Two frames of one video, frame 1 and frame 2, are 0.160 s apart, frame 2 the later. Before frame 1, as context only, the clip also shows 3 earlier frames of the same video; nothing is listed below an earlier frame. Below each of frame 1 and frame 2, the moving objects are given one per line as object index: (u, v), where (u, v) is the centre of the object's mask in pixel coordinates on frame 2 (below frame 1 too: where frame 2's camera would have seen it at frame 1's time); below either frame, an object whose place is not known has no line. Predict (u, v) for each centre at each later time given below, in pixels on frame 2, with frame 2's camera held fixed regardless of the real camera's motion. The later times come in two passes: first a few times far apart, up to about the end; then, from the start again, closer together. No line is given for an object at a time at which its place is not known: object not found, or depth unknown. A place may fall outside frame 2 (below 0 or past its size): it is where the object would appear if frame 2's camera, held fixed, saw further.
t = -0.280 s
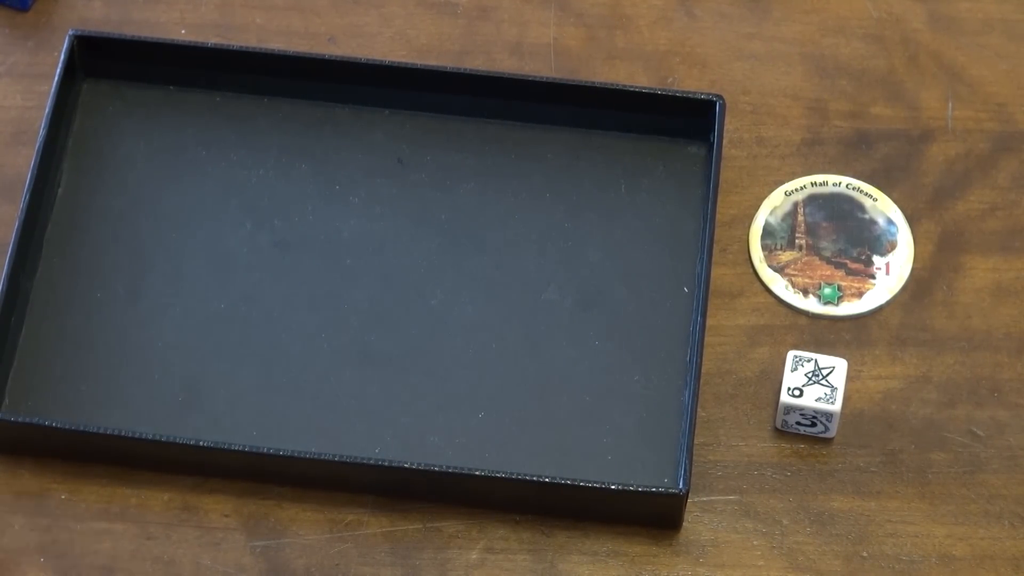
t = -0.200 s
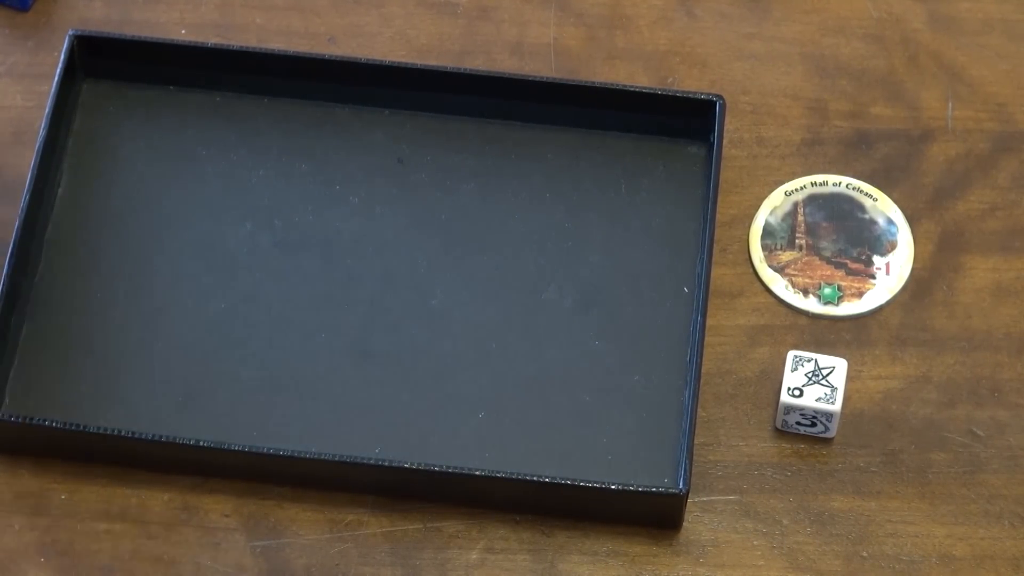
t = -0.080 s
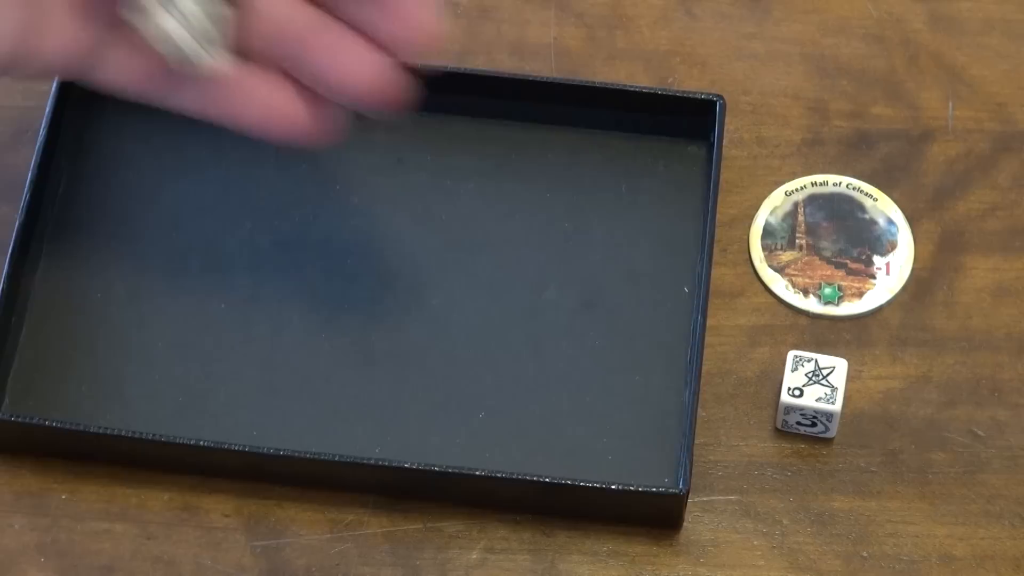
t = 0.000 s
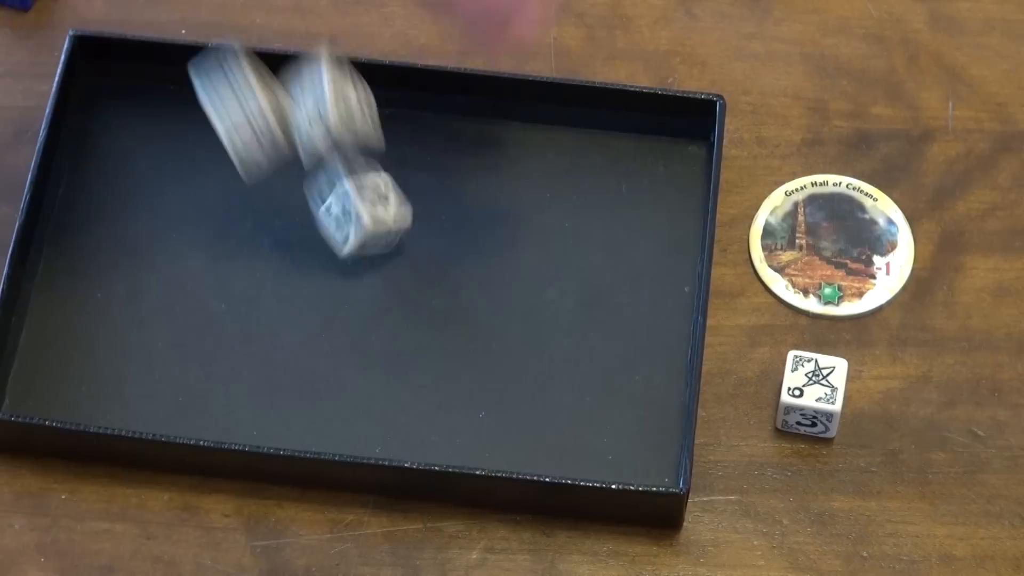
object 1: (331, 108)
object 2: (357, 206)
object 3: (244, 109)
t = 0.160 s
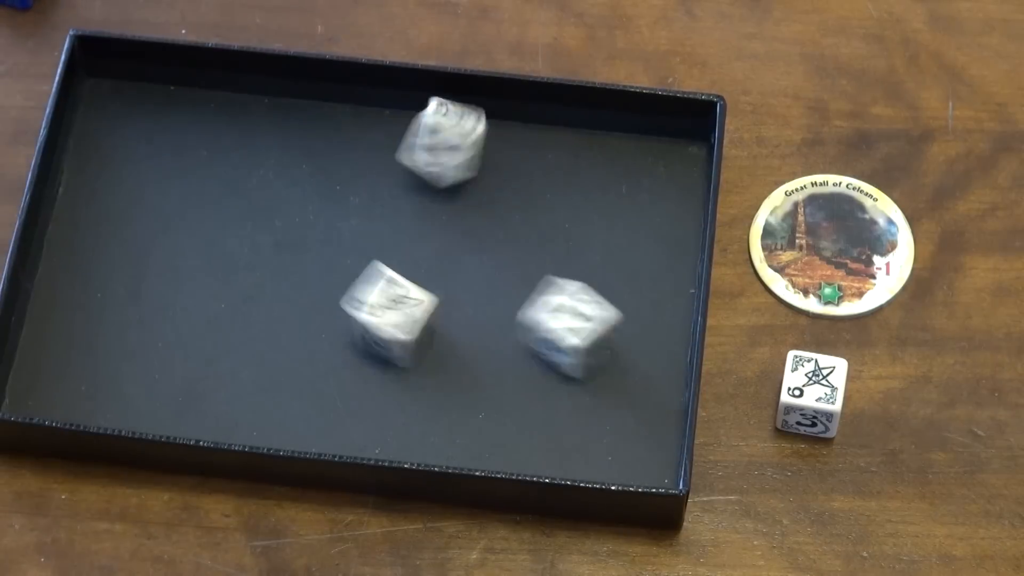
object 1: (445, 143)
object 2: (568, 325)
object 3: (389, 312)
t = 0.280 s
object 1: (506, 142)
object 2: (634, 360)
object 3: (452, 378)
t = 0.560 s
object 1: (517, 145)
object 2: (632, 361)
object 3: (456, 387)
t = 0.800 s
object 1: (517, 145)
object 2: (632, 361)
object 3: (456, 387)
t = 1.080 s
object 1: (517, 145)
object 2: (633, 361)
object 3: (456, 387)
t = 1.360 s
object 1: (517, 145)
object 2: (633, 361)
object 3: (457, 387)
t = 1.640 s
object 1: (517, 145)
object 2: (633, 361)
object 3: (456, 387)
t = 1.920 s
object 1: (517, 145)
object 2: (633, 361)
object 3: (457, 387)
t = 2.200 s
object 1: (517, 145)
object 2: (633, 361)
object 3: (457, 387)
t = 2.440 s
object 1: (517, 145)
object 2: (633, 361)
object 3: (456, 387)
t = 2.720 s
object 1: (517, 145)
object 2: (633, 361)
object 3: (456, 387)
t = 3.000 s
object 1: (517, 145)
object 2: (632, 361)
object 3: (456, 387)
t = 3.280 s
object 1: (517, 145)
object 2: (632, 361)
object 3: (456, 387)
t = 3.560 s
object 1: (517, 145)
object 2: (632, 361)
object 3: (456, 387)
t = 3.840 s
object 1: (517, 145)
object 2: (632, 361)
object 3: (456, 387)
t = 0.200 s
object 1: (472, 130)
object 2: (620, 343)
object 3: (419, 339)
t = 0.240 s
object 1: (489, 131)
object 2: (646, 357)
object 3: (438, 360)
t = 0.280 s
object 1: (506, 142)
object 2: (634, 360)
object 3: (452, 378)
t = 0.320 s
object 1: (516, 145)
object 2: (632, 361)
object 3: (456, 386)
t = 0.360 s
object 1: (517, 145)
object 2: (632, 361)
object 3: (456, 387)
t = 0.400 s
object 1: (517, 145)
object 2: (632, 361)
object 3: (456, 387)
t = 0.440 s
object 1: (517, 145)
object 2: (632, 361)
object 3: (456, 387)
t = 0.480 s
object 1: (517, 145)
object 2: (632, 361)
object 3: (456, 387)
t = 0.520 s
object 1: (517, 145)
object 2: (632, 361)
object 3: (456, 387)
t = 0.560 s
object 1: (517, 145)
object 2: (632, 361)
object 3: (456, 387)
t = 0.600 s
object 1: (517, 145)
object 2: (632, 361)
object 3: (456, 387)
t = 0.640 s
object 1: (517, 145)
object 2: (633, 361)
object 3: (456, 387)
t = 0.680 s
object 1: (517, 145)
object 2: (632, 361)
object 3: (456, 387)
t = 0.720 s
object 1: (517, 145)
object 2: (633, 361)
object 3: (456, 387)
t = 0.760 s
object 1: (517, 145)
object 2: (632, 361)
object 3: (456, 387)
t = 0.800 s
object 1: (517, 145)
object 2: (632, 361)
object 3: (456, 387)
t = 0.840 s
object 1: (517, 145)
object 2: (633, 361)
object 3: (456, 387)
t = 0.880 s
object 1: (517, 145)
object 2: (633, 361)
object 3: (457, 387)
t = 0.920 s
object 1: (517, 145)
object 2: (632, 361)
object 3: (456, 387)
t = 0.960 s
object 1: (517, 145)
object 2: (632, 361)
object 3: (456, 387)
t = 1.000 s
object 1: (517, 145)
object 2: (632, 361)
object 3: (456, 387)
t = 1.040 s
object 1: (517, 145)
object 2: (632, 361)
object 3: (456, 387)
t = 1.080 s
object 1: (517, 145)
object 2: (633, 361)
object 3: (456, 387)
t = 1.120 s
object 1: (517, 145)
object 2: (633, 361)
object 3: (457, 387)
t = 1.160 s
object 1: (517, 145)
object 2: (633, 361)
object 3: (457, 387)
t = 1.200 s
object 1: (517, 145)
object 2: (633, 361)
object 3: (457, 387)
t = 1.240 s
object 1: (517, 145)
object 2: (632, 361)
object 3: (456, 387)
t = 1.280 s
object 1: (517, 145)
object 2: (633, 361)
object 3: (456, 387)
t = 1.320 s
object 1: (517, 145)
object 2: (633, 361)
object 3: (456, 387)
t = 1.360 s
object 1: (517, 145)
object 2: (633, 361)
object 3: (457, 387)
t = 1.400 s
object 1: (517, 145)
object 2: (633, 361)
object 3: (456, 387)
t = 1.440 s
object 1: (517, 145)
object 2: (633, 361)
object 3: (456, 387)
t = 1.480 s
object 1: (517, 145)
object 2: (633, 361)
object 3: (457, 387)
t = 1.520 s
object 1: (517, 145)
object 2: (633, 361)
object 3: (457, 387)
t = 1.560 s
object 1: (517, 145)
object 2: (633, 361)
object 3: (456, 387)
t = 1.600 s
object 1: (517, 145)
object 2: (633, 361)
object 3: (456, 387)
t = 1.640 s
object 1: (517, 145)
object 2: (633, 361)
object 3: (456, 387)
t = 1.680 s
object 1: (517, 145)
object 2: (633, 361)
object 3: (456, 387)
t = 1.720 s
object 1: (517, 145)
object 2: (633, 361)
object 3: (456, 387)
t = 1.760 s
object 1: (517, 145)
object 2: (633, 361)
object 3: (456, 387)
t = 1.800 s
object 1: (517, 145)
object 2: (633, 361)
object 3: (456, 387)
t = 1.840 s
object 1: (517, 145)
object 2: (633, 361)
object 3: (456, 387)
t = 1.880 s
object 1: (517, 145)
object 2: (633, 361)
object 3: (457, 387)
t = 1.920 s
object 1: (517, 145)
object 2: (633, 361)
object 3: (457, 387)
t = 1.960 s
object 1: (517, 145)
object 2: (633, 361)
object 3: (456, 387)
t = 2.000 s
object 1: (518, 145)
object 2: (633, 361)
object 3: (457, 387)
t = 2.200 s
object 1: (517, 145)
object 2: (633, 361)
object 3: (457, 387)
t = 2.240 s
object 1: (517, 145)
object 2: (633, 361)
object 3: (456, 387)
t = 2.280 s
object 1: (517, 145)
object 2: (633, 361)
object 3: (456, 387)
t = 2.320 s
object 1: (517, 145)
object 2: (633, 361)
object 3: (456, 387)
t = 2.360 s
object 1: (517, 145)
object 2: (633, 361)
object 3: (457, 387)
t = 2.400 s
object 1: (517, 145)
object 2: (633, 361)
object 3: (456, 387)
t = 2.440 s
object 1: (517, 145)
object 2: (633, 361)
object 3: (456, 387)
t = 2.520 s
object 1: (517, 145)
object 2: (633, 361)
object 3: (456, 387)
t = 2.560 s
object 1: (517, 145)
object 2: (632, 361)
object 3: (456, 387)
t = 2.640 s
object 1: (517, 145)
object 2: (632, 361)
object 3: (456, 387)
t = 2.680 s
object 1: (517, 145)
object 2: (633, 361)
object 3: (456, 387)
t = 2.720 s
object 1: (517, 145)
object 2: (633, 361)
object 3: (456, 387)
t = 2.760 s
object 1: (517, 145)
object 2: (632, 361)
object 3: (456, 387)
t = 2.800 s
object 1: (517, 145)
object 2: (632, 361)
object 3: (456, 387)
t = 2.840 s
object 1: (517, 145)
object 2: (632, 361)
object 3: (456, 387)
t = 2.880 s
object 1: (517, 145)
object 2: (632, 361)
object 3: (456, 387)
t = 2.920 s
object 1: (517, 145)
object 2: (633, 361)
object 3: (456, 387)
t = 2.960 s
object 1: (517, 145)
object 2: (632, 361)
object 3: (456, 387)
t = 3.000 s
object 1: (517, 145)
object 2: (632, 361)
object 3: (456, 387)
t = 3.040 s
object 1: (517, 145)
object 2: (632, 361)
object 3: (456, 387)
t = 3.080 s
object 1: (517, 145)
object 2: (633, 361)
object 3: (457, 387)
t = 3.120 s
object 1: (517, 145)
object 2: (632, 361)
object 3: (456, 387)
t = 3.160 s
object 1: (517, 145)
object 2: (632, 361)
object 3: (456, 387)
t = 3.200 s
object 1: (517, 145)
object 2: (632, 361)
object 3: (456, 387)
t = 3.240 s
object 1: (517, 145)
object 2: (632, 361)
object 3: (456, 387)
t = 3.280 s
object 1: (517, 145)
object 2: (632, 361)
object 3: (456, 387)
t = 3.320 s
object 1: (517, 145)
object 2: (632, 361)
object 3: (456, 387)
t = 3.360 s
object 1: (517, 145)
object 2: (633, 361)
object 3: (456, 387)
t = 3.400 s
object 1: (517, 145)
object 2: (632, 361)
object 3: (456, 387)
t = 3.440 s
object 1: (517, 145)
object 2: (632, 361)
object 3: (456, 387)
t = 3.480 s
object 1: (517, 145)
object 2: (633, 361)
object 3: (456, 387)
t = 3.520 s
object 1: (517, 145)
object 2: (632, 361)
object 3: (456, 387)
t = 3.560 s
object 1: (517, 145)
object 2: (632, 361)
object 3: (456, 387)
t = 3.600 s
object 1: (517, 145)
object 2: (632, 361)
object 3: (456, 387)
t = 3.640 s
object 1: (517, 145)
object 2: (632, 361)
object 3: (456, 387)
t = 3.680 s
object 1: (517, 145)
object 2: (633, 361)
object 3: (456, 387)
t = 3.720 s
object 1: (517, 145)
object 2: (633, 361)
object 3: (457, 387)
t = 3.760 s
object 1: (517, 145)
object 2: (632, 361)
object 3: (456, 387)
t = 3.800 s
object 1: (517, 145)
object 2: (632, 361)
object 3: (456, 387)
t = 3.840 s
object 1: (517, 145)
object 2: (632, 361)
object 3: (456, 387)
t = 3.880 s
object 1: (517, 145)
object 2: (632, 361)
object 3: (456, 387)
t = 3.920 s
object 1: (517, 145)
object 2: (632, 361)
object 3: (456, 387)
